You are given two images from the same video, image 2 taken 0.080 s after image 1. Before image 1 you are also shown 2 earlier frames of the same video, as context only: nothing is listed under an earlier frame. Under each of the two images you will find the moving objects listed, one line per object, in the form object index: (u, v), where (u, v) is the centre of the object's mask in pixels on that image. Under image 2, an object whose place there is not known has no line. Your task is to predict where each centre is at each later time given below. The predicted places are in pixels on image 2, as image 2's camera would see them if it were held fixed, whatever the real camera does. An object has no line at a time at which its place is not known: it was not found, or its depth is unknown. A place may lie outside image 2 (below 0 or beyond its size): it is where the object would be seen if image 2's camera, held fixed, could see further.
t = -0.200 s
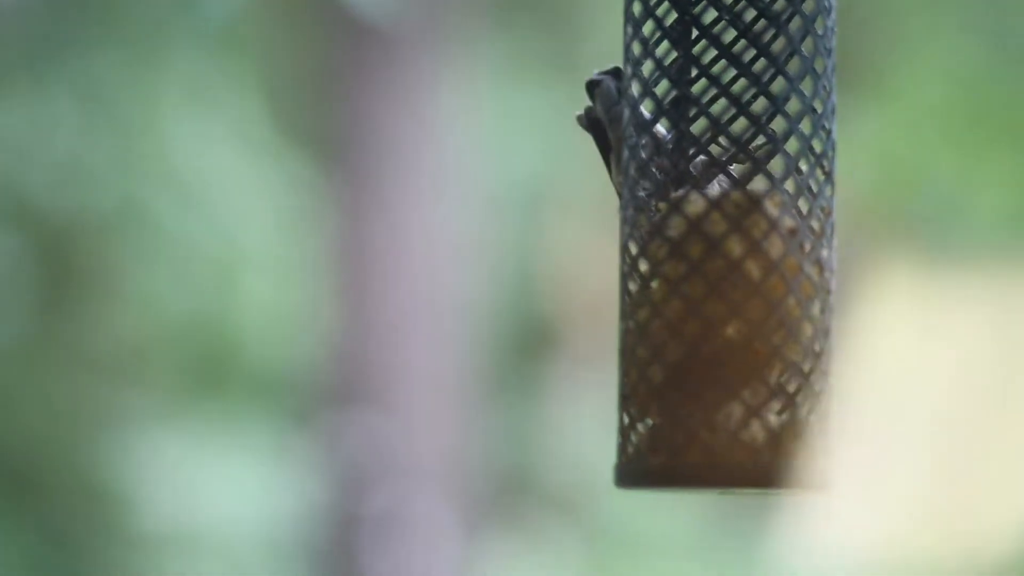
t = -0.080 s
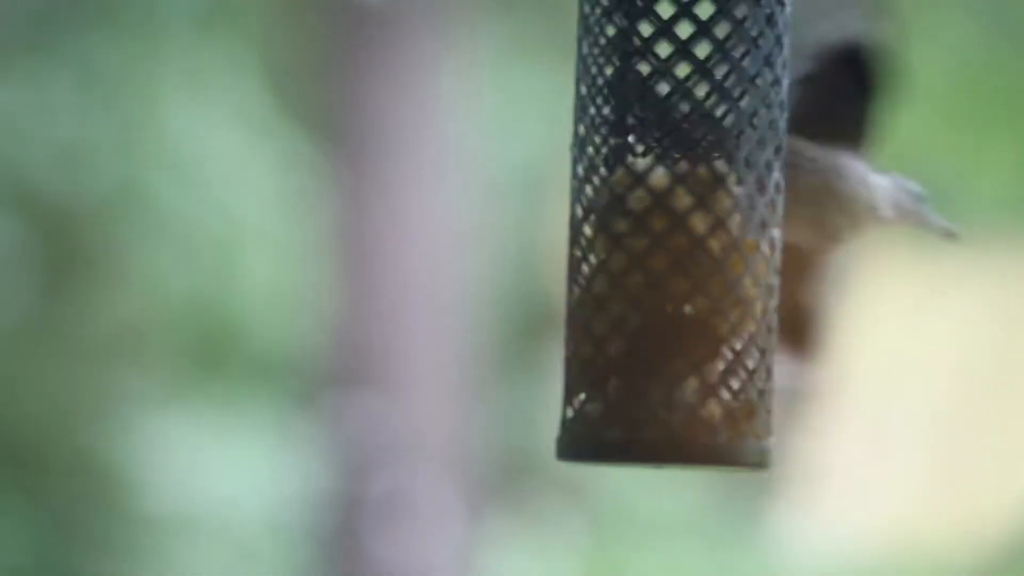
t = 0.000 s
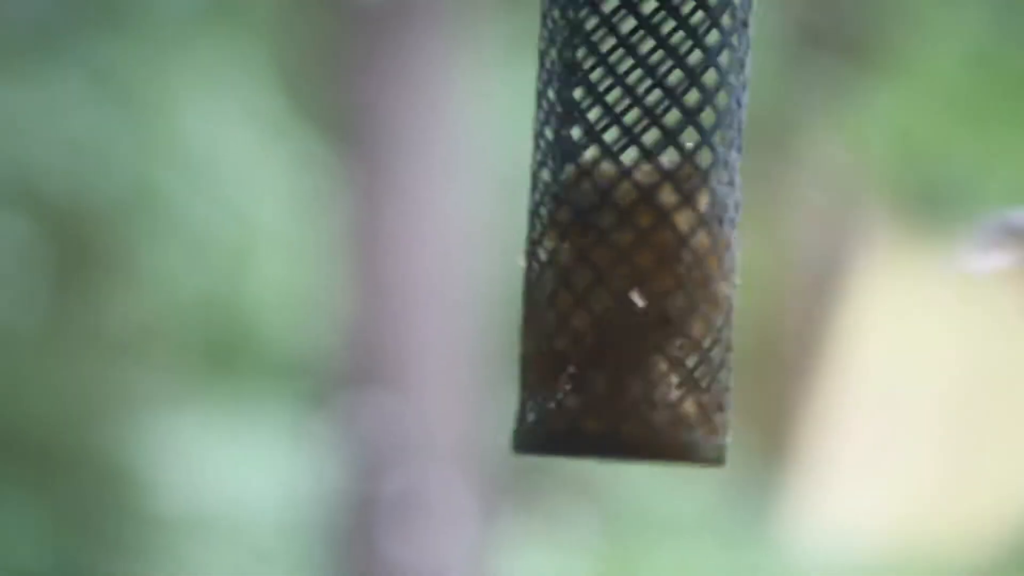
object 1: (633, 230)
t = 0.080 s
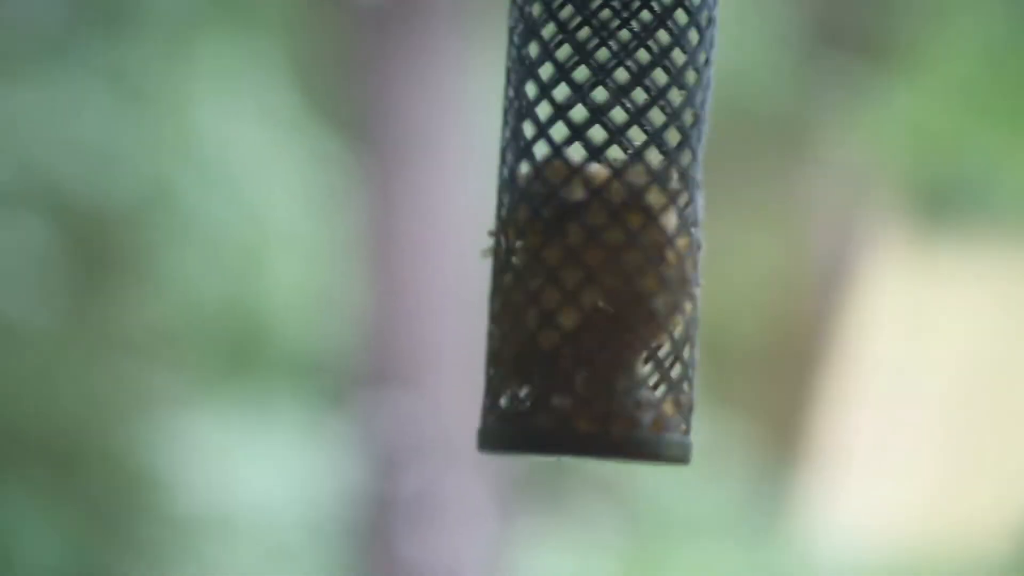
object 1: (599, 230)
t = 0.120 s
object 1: (580, 229)
